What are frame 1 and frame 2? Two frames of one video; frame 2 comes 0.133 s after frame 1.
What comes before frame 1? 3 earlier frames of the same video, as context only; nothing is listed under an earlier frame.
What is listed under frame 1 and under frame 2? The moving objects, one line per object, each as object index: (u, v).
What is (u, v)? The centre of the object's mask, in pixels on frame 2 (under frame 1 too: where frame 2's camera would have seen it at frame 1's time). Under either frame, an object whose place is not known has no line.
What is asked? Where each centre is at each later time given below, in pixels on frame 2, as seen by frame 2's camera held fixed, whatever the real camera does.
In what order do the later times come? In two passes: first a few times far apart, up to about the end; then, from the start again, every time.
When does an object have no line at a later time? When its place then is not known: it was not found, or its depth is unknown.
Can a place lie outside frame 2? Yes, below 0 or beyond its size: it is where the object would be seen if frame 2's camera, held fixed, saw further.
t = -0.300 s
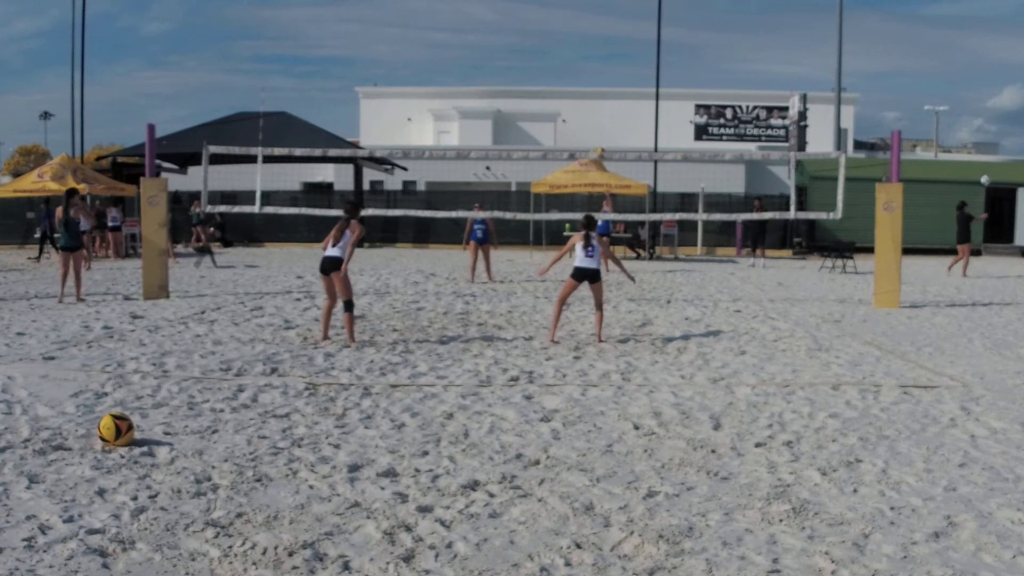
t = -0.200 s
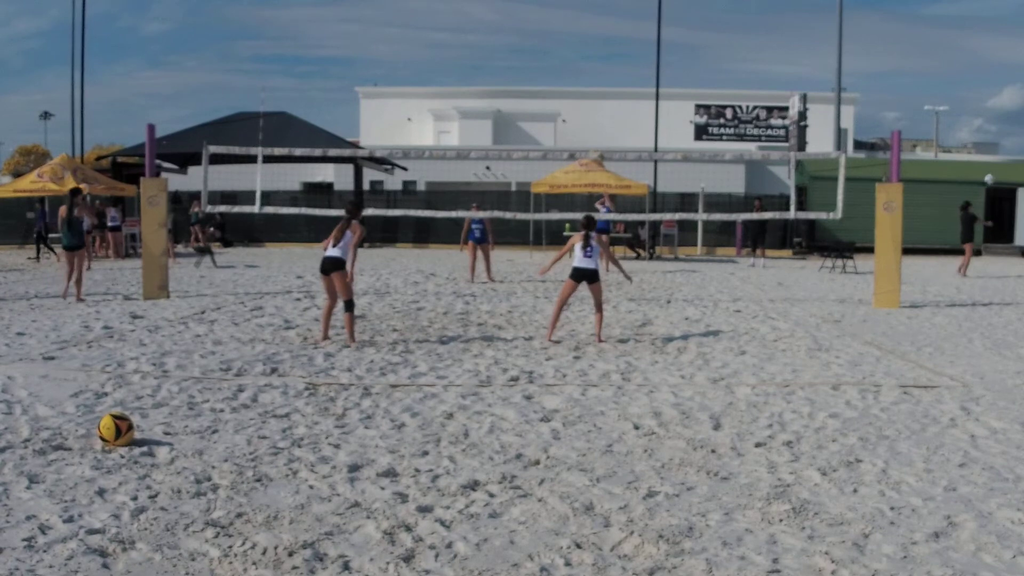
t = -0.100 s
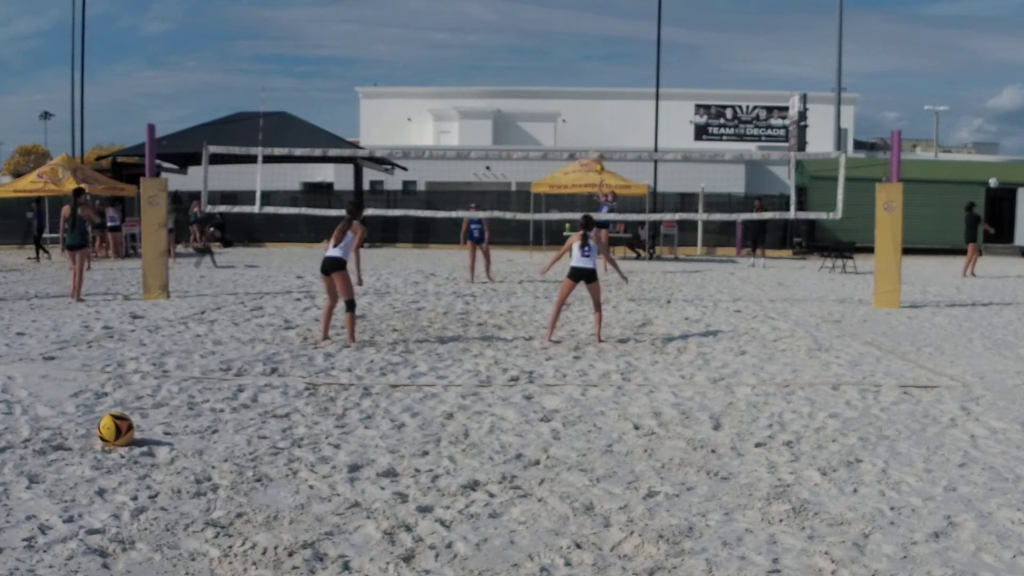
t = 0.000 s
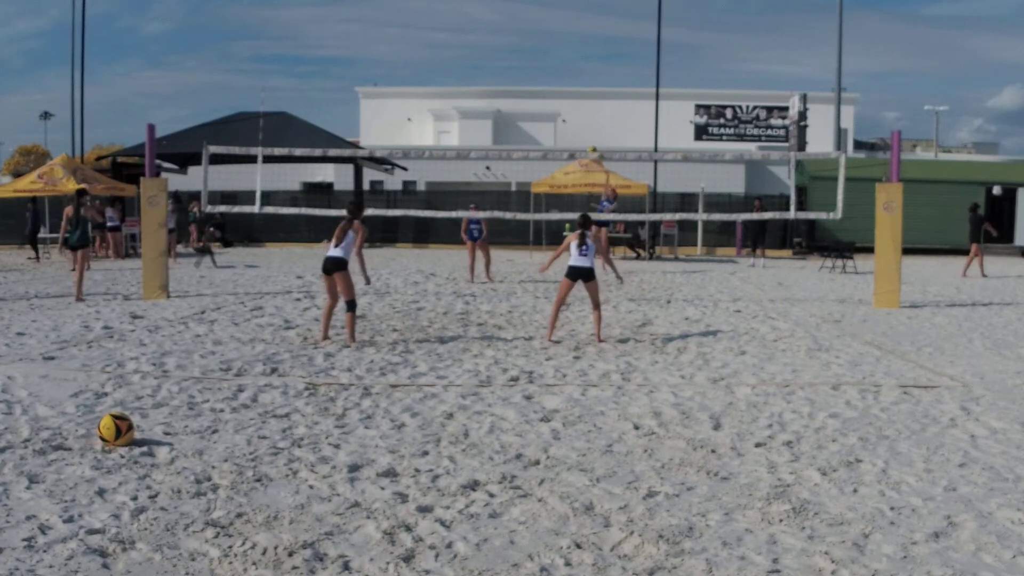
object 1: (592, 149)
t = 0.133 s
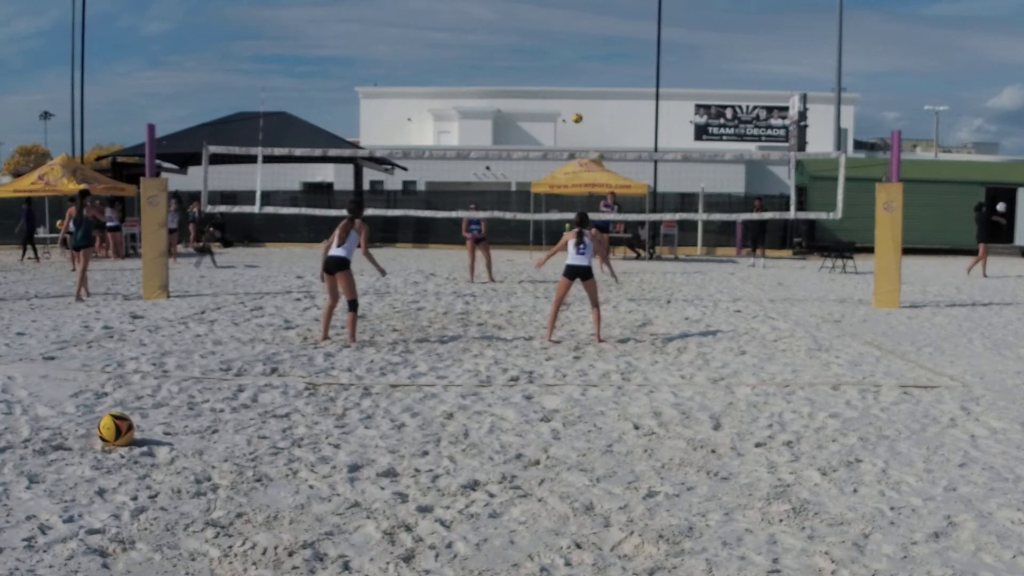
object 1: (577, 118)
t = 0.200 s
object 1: (568, 104)
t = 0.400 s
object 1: (536, 71)
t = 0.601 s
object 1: (495, 54)
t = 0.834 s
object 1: (429, 66)
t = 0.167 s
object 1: (573, 111)
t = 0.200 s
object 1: (568, 104)
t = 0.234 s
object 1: (564, 97)
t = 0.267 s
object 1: (559, 91)
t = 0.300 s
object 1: (553, 86)
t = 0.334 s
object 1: (548, 80)
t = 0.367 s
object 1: (542, 75)
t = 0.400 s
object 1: (536, 71)
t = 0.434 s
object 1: (530, 66)
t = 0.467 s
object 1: (524, 62)
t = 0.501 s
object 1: (517, 59)
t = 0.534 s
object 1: (510, 57)
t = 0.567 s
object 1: (502, 55)
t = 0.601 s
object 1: (495, 54)
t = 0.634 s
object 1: (487, 53)
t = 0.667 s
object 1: (478, 53)
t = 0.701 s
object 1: (469, 54)
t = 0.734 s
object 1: (460, 56)
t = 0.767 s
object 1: (450, 59)
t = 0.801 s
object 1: (440, 62)
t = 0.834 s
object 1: (429, 66)
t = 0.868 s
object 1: (418, 72)
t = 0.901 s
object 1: (406, 77)
